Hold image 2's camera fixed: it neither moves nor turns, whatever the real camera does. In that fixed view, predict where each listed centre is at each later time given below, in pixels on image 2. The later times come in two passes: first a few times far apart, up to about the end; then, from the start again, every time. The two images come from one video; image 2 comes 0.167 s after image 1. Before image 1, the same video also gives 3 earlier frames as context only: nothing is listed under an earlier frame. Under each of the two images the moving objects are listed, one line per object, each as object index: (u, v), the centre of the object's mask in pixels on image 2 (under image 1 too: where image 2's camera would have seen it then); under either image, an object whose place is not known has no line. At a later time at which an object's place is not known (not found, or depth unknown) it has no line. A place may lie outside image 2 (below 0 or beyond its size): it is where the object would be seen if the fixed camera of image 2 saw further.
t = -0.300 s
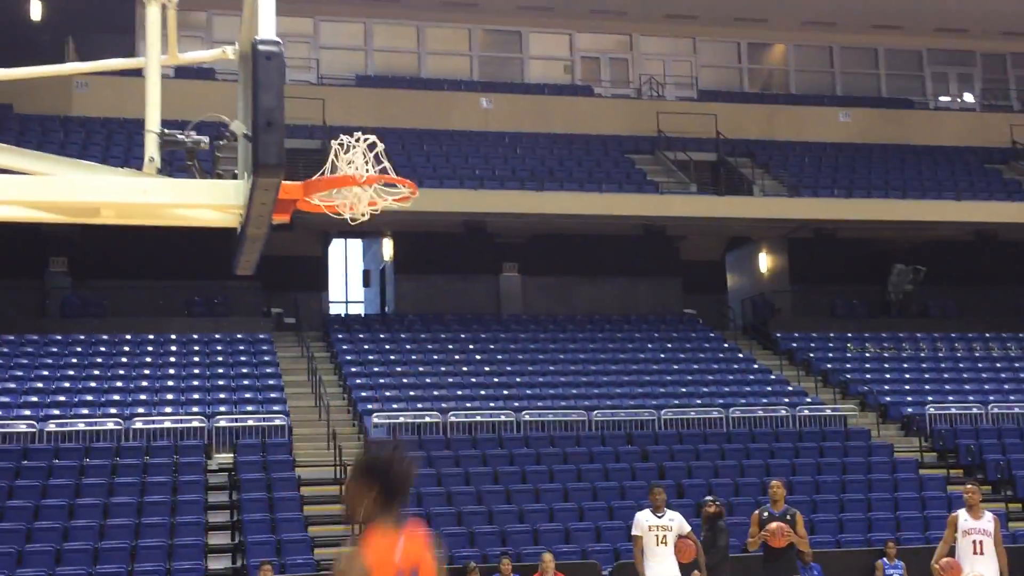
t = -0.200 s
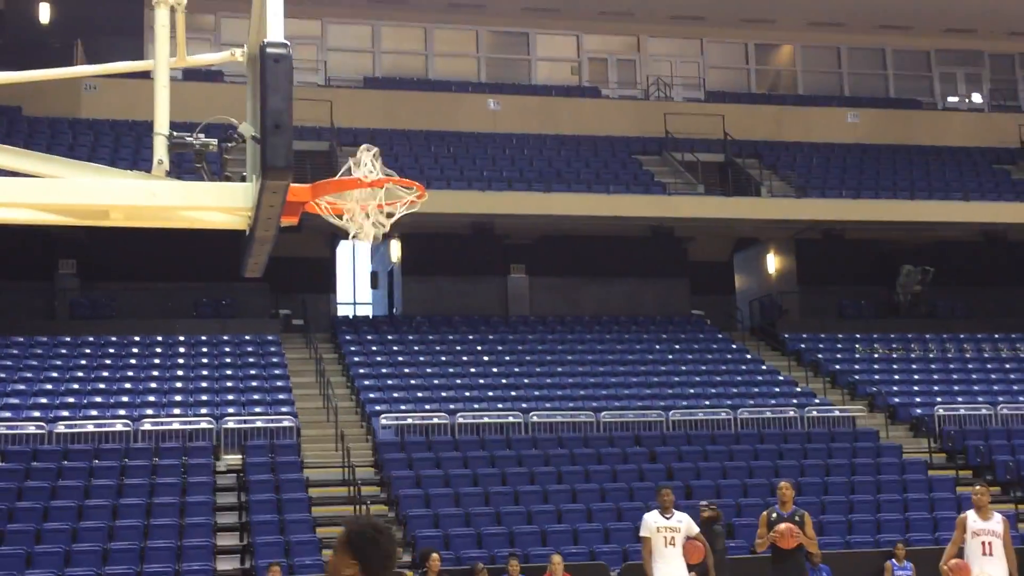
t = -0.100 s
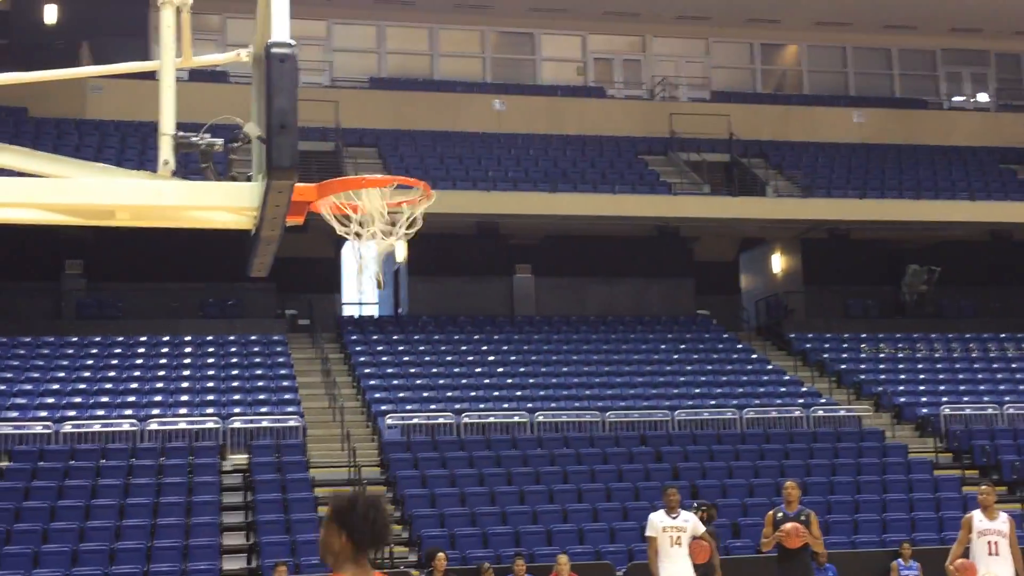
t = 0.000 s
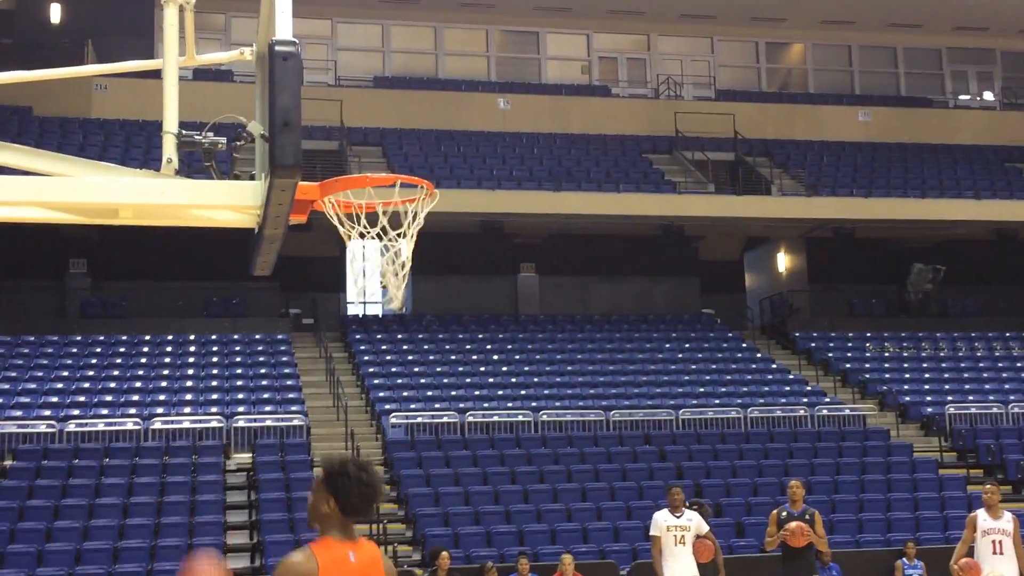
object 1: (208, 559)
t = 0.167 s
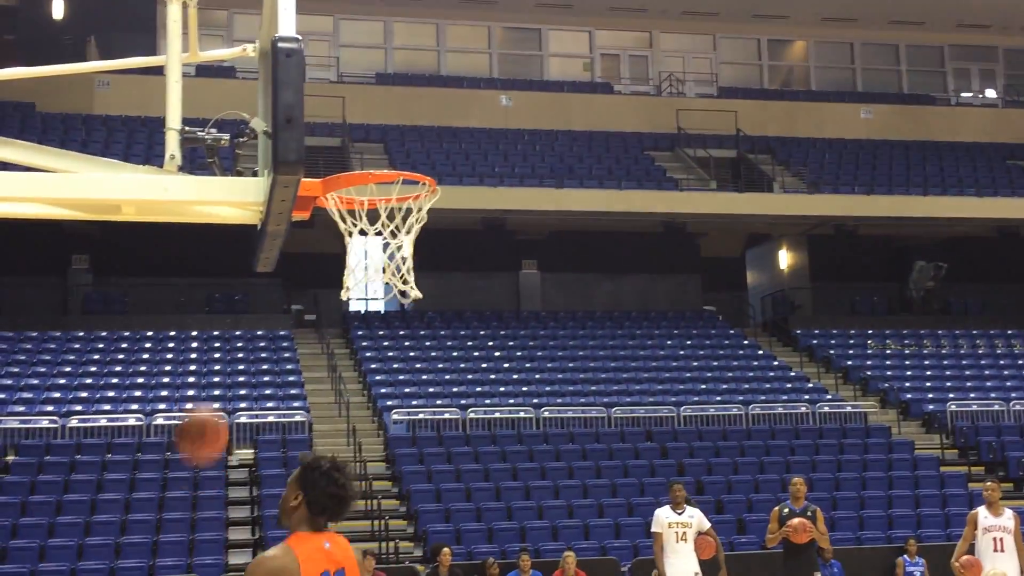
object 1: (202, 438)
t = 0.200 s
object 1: (201, 414)
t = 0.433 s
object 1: (194, 346)
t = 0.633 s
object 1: (190, 371)
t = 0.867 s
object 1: (184, 483)
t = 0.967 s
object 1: (182, 553)
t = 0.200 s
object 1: (201, 414)
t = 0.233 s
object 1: (200, 395)
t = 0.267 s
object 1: (199, 381)
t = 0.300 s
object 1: (199, 370)
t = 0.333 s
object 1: (198, 361)
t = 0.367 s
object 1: (197, 353)
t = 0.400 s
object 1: (196, 349)
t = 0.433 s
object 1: (194, 346)
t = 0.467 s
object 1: (194, 346)
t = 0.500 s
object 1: (193, 347)
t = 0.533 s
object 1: (192, 351)
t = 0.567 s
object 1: (191, 356)
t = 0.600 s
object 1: (190, 363)
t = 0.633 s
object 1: (190, 371)
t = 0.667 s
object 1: (189, 383)
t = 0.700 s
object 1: (188, 394)
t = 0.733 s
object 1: (187, 409)
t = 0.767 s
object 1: (186, 427)
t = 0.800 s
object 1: (185, 444)
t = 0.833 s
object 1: (185, 463)
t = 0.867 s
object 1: (184, 483)
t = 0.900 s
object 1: (184, 506)
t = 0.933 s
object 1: (183, 529)
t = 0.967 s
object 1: (182, 553)
